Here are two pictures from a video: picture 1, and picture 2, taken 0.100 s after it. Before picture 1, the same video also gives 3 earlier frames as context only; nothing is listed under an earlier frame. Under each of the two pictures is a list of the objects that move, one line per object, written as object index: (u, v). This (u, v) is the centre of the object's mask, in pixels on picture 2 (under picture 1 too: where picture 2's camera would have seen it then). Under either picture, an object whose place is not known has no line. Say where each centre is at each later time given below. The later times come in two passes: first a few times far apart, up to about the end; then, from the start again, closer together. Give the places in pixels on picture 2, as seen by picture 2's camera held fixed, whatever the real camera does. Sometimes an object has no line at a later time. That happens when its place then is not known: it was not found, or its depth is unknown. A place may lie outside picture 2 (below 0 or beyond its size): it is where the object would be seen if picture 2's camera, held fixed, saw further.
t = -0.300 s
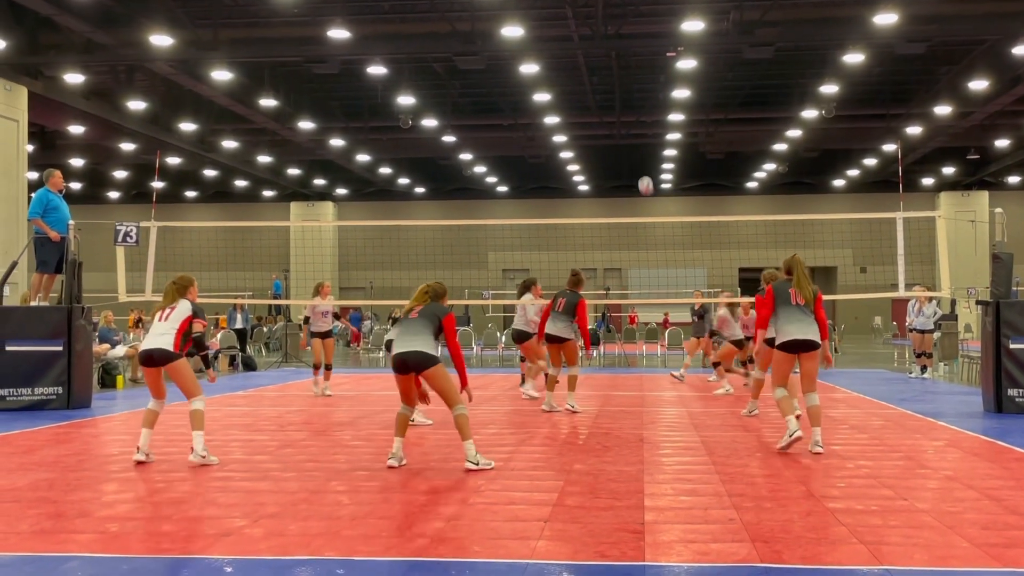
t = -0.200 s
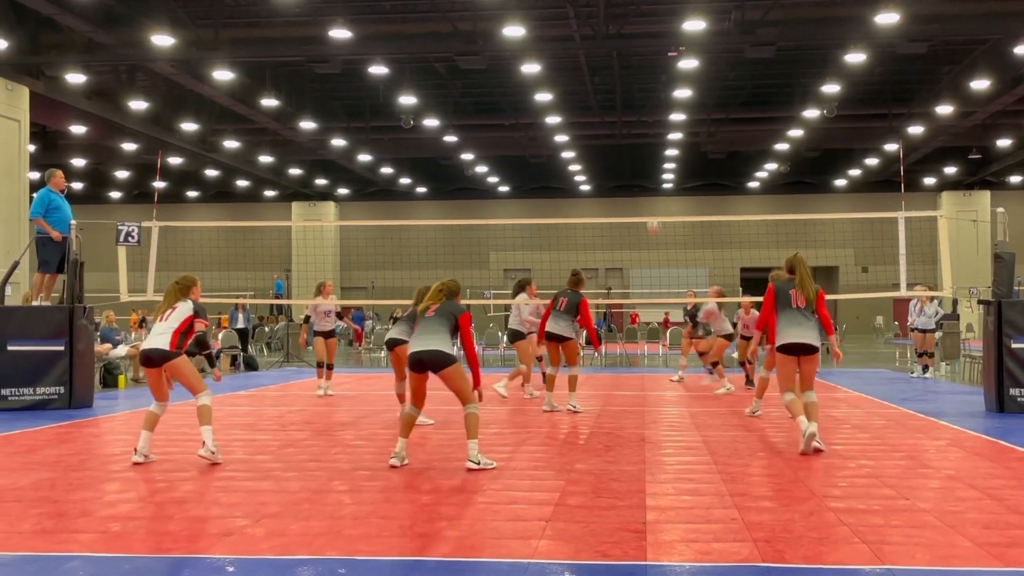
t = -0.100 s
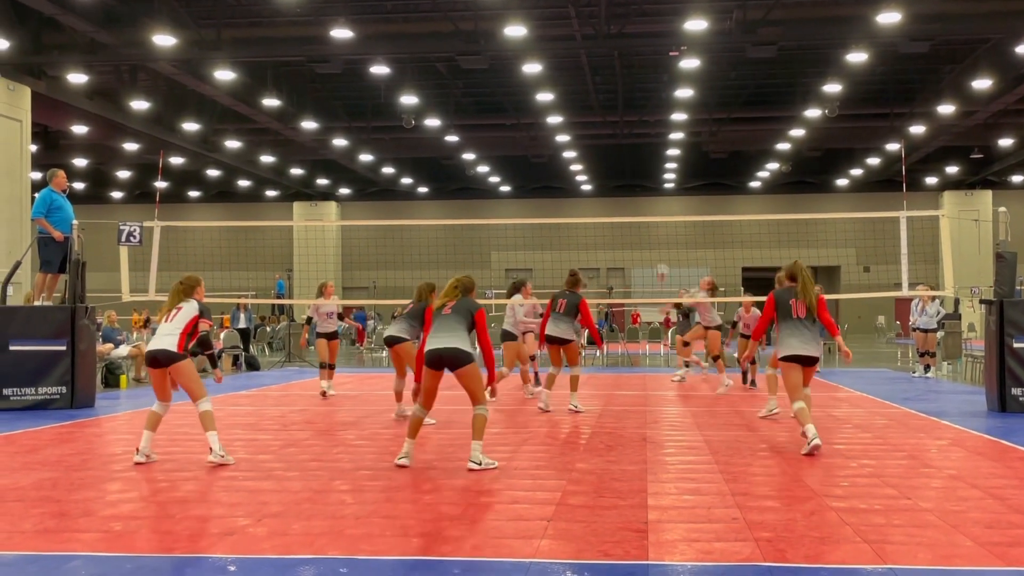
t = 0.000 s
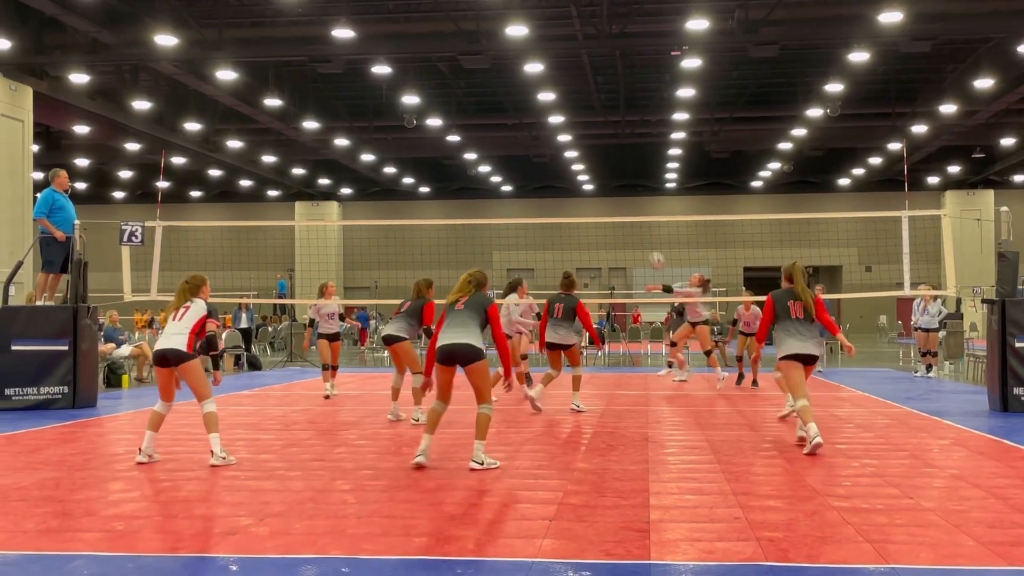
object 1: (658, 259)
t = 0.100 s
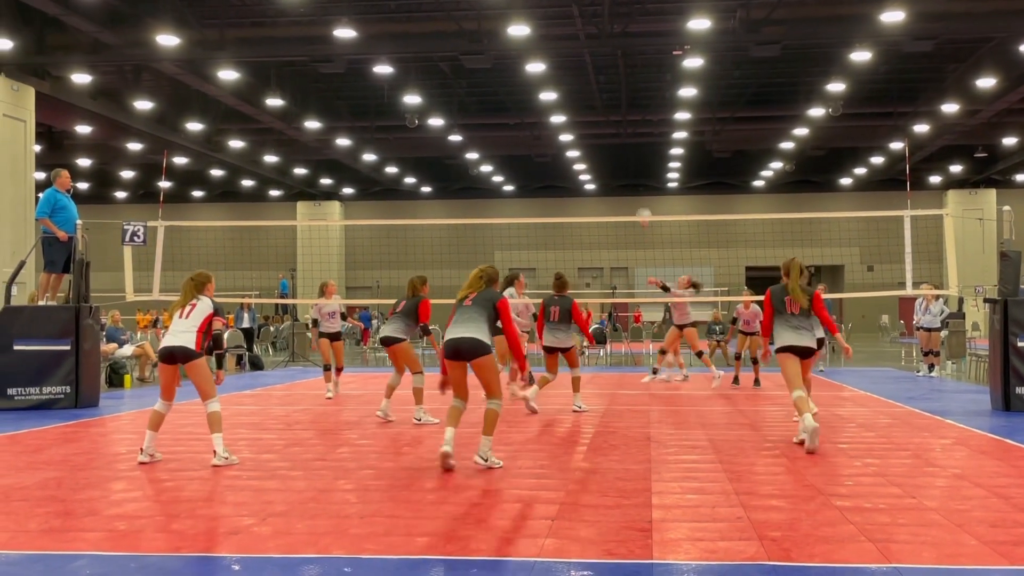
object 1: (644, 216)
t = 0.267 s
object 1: (620, 158)
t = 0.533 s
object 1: (579, 96)
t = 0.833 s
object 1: (526, 98)
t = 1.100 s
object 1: (468, 188)
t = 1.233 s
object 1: (435, 274)
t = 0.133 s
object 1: (639, 204)
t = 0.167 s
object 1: (635, 191)
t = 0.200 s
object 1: (630, 180)
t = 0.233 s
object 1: (625, 169)
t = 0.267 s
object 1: (620, 158)
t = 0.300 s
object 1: (615, 147)
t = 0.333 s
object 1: (610, 138)
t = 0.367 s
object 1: (605, 129)
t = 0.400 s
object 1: (600, 121)
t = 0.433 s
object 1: (595, 113)
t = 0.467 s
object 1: (589, 106)
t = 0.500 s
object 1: (584, 101)
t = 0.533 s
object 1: (579, 96)
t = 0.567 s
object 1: (573, 92)
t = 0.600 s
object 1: (568, 89)
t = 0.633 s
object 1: (562, 86)
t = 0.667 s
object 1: (556, 85)
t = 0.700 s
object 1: (551, 85)
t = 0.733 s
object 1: (544, 86)
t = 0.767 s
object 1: (538, 89)
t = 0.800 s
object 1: (532, 93)
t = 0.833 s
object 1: (526, 98)
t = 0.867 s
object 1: (519, 104)
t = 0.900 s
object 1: (512, 112)
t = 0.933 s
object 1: (505, 120)
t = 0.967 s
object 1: (498, 131)
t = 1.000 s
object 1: (491, 143)
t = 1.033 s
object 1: (483, 156)
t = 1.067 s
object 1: (475, 173)
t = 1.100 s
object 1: (468, 188)
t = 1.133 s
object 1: (460, 206)
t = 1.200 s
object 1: (444, 251)
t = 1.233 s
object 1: (435, 274)
